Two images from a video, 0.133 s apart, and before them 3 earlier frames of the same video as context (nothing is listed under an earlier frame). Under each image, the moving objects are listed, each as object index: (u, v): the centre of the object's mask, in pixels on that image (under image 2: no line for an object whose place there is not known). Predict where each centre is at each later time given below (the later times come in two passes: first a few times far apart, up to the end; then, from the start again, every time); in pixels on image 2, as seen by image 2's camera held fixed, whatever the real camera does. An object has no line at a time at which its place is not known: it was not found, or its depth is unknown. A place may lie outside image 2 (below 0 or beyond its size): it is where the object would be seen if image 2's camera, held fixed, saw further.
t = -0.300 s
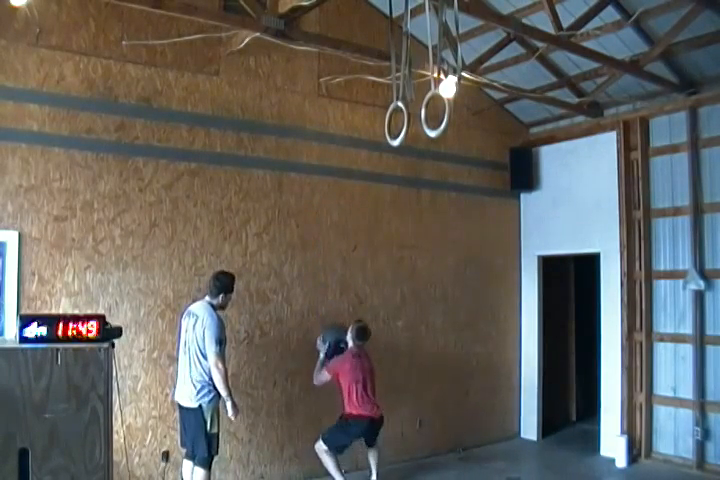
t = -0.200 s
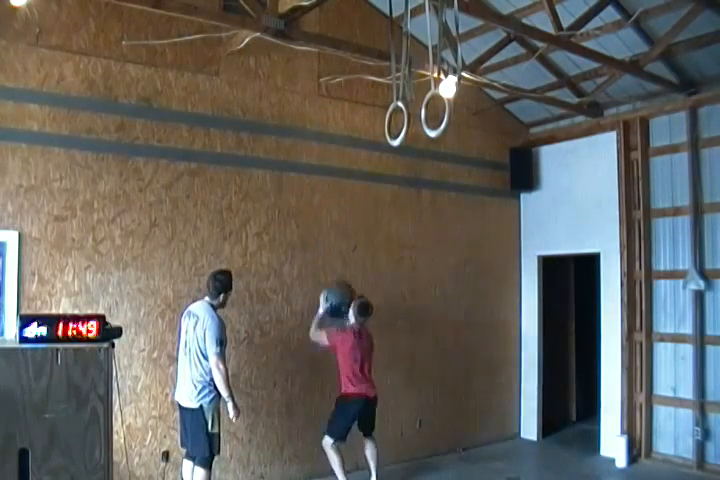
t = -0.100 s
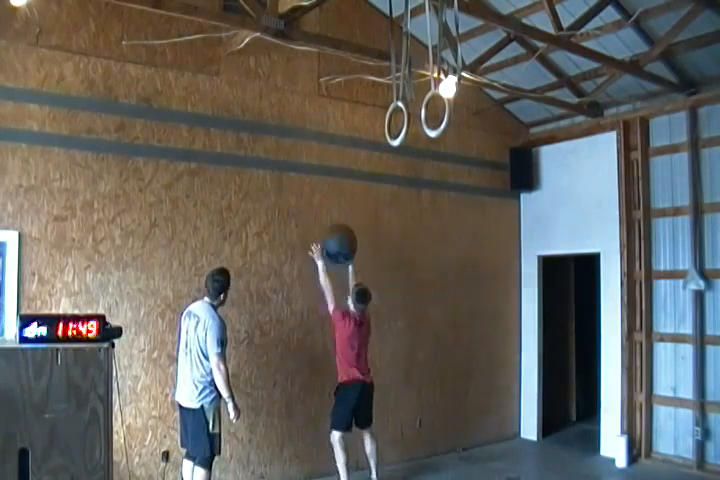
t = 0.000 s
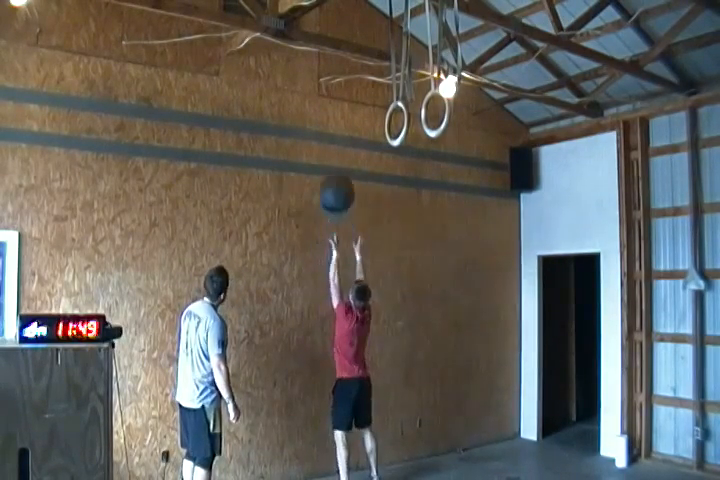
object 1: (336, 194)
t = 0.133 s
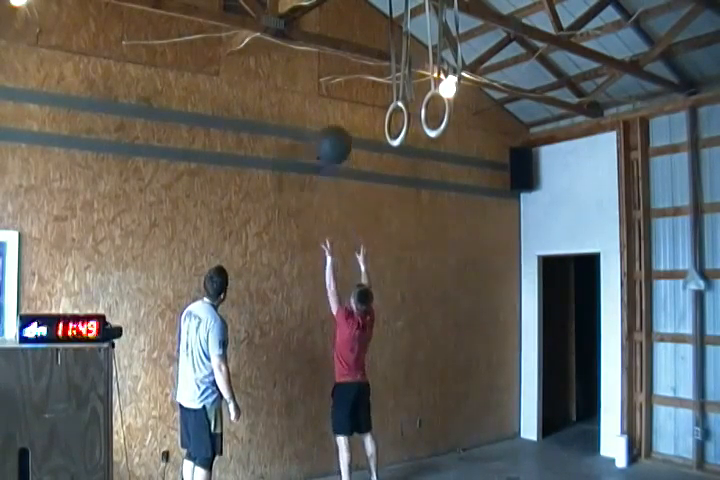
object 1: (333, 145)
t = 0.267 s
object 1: (330, 117)
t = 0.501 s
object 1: (326, 115)
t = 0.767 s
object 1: (324, 178)
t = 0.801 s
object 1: (324, 192)
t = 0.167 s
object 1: (333, 136)
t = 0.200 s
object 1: (332, 129)
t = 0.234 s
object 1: (331, 123)
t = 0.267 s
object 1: (330, 117)
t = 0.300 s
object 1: (329, 115)
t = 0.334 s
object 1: (329, 112)
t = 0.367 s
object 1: (328, 110)
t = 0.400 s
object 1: (326, 111)
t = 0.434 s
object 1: (326, 111)
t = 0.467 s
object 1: (326, 112)
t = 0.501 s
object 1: (326, 115)
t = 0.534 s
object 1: (325, 120)
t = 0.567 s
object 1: (324, 125)
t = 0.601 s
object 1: (324, 131)
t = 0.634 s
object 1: (324, 138)
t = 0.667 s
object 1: (324, 146)
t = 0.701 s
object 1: (324, 156)
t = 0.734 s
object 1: (325, 167)
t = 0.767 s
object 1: (324, 178)
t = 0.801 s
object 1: (324, 192)
